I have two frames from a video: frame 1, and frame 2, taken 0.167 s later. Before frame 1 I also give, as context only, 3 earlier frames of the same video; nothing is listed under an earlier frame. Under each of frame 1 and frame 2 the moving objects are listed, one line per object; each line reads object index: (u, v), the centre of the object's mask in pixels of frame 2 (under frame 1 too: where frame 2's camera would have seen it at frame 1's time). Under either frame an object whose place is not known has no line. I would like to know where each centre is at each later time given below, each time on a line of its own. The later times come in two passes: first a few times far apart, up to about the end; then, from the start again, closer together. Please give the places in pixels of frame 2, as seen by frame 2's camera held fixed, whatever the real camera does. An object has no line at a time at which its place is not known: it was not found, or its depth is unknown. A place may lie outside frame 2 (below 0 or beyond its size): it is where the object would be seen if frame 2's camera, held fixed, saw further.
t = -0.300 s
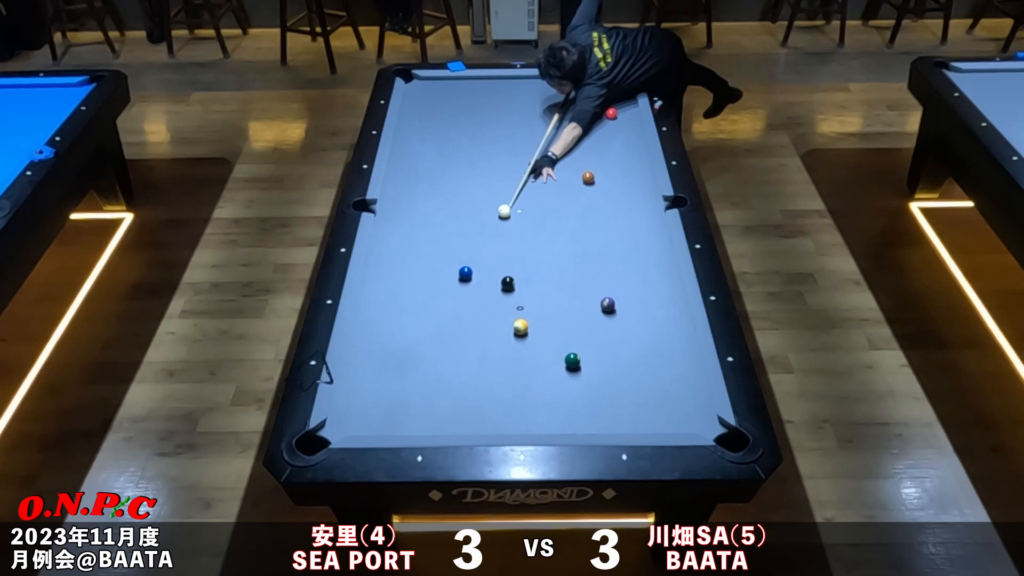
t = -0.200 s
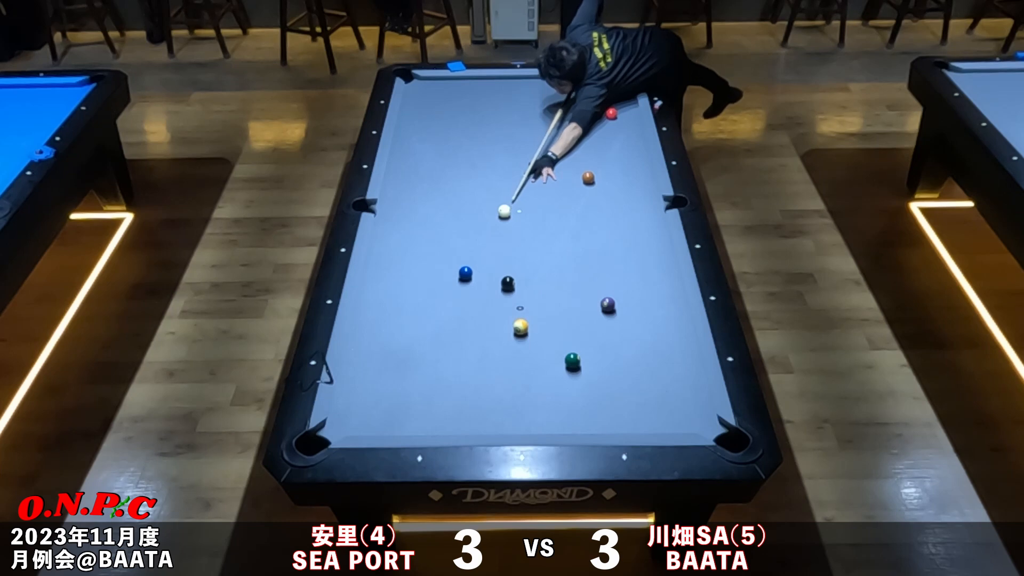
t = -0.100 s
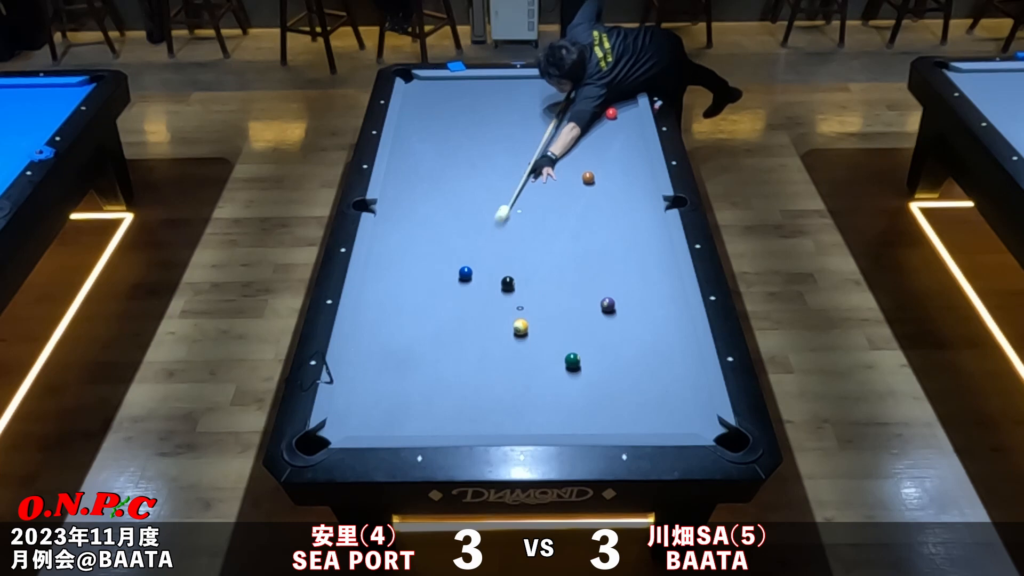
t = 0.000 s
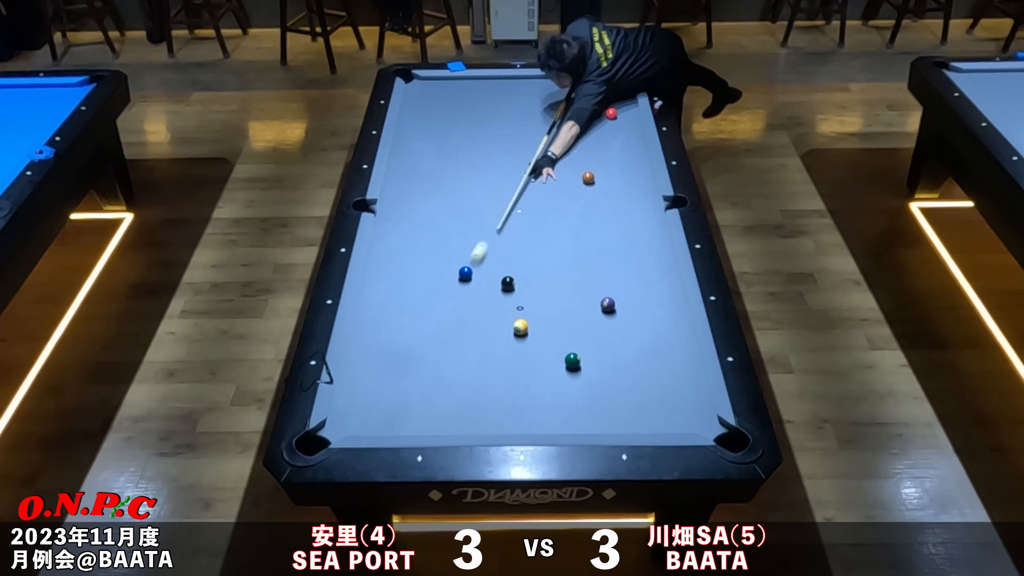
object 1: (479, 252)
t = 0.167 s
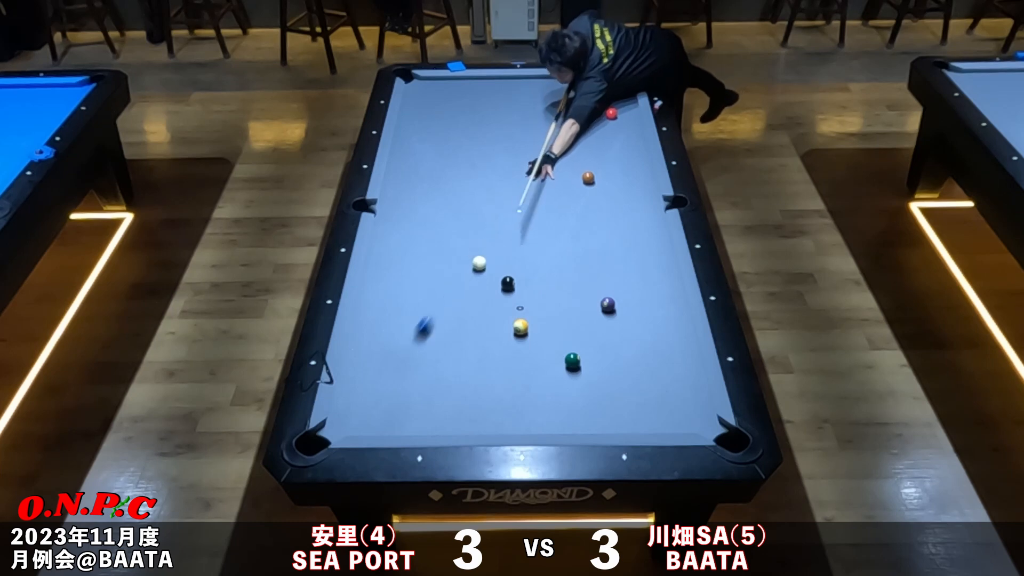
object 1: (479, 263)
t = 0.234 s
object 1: (483, 260)
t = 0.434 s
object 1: (495, 252)
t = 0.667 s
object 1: (508, 243)
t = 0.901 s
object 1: (519, 235)
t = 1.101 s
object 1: (528, 229)
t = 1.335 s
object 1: (538, 223)
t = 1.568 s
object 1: (547, 216)
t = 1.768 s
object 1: (553, 212)
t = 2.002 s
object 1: (560, 207)
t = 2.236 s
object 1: (566, 202)
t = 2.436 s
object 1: (570, 199)
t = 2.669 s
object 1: (575, 195)
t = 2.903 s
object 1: (578, 192)
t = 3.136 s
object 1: (581, 190)
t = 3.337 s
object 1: (584, 188)
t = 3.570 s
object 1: (586, 187)
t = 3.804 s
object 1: (588, 186)
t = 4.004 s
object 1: (588, 185)
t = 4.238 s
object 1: (588, 185)
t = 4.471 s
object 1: (588, 185)
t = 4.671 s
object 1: (588, 185)
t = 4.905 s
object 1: (588, 185)
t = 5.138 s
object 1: (588, 185)
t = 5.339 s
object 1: (588, 185)
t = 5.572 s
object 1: (588, 185)
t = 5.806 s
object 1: (588, 185)
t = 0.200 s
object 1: (481, 262)
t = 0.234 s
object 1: (483, 260)
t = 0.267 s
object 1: (485, 259)
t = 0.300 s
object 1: (487, 257)
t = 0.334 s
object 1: (489, 256)
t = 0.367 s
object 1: (491, 255)
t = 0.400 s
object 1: (493, 253)
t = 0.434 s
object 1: (495, 252)
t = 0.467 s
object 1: (497, 251)
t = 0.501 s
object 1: (499, 249)
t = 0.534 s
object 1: (501, 248)
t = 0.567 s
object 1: (502, 247)
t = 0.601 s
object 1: (504, 246)
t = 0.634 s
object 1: (506, 244)
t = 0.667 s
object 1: (508, 243)
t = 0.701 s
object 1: (509, 242)
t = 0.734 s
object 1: (511, 241)
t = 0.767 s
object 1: (513, 240)
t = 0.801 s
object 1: (514, 239)
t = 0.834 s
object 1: (516, 238)
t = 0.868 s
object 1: (518, 236)
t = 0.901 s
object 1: (519, 235)
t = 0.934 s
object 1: (521, 234)
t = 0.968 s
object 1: (523, 233)
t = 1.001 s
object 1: (524, 232)
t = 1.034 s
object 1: (526, 231)
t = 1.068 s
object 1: (527, 230)
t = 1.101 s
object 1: (528, 229)
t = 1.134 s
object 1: (530, 228)
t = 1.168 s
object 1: (531, 227)
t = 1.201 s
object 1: (533, 226)
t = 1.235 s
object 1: (534, 225)
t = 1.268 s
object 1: (535, 224)
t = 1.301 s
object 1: (537, 223)
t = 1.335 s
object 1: (538, 223)
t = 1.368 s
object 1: (539, 222)
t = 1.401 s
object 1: (541, 221)
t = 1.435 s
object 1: (542, 220)
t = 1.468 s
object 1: (543, 219)
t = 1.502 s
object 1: (544, 218)
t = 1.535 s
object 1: (545, 217)
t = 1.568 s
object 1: (547, 216)
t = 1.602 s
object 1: (548, 216)
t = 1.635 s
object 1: (549, 215)
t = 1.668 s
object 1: (550, 214)
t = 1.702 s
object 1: (551, 213)
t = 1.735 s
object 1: (552, 212)
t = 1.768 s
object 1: (553, 212)
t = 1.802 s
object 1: (554, 211)
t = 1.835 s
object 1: (555, 210)
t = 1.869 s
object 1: (556, 210)
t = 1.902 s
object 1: (557, 209)
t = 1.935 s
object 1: (558, 208)
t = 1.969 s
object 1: (559, 207)
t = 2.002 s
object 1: (560, 207)
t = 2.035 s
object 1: (561, 206)
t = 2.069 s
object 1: (562, 205)
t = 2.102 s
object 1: (563, 205)
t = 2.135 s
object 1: (564, 204)
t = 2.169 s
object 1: (565, 203)
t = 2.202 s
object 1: (565, 203)
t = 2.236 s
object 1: (566, 202)
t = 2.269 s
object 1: (567, 202)
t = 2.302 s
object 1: (568, 201)
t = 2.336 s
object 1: (568, 200)
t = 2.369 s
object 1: (569, 200)
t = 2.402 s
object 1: (570, 199)
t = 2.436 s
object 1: (570, 199)
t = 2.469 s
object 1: (571, 198)
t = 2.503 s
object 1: (572, 198)
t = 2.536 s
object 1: (572, 197)
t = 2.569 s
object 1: (573, 197)
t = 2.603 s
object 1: (574, 196)
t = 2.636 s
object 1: (574, 196)
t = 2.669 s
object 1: (575, 195)
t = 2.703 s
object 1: (575, 195)
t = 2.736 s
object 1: (576, 194)
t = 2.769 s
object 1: (577, 194)
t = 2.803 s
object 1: (577, 193)
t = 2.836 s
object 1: (578, 193)
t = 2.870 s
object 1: (578, 192)
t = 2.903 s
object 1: (578, 192)
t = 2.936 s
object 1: (579, 192)
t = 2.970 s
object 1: (579, 191)
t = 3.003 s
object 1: (580, 191)
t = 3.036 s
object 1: (580, 191)
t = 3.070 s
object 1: (581, 190)
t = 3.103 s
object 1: (581, 190)
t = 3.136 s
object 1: (581, 190)
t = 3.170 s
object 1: (582, 189)
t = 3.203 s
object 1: (582, 189)
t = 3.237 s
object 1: (583, 189)
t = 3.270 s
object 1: (583, 189)
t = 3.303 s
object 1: (584, 188)
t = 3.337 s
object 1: (584, 188)
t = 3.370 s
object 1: (584, 188)
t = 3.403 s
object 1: (585, 188)
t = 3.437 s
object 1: (585, 187)
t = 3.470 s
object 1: (585, 187)
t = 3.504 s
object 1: (586, 187)
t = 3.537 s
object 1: (586, 187)
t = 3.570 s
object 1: (586, 187)
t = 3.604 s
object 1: (586, 187)
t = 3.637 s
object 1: (587, 186)
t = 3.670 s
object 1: (587, 186)
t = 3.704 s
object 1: (587, 186)
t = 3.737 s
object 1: (587, 186)
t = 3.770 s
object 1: (587, 186)
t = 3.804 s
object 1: (588, 186)
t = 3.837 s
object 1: (588, 186)
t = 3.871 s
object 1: (588, 186)
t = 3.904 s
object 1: (588, 186)
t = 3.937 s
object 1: (588, 185)
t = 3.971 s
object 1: (588, 185)
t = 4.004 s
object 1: (588, 185)
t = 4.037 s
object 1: (588, 185)
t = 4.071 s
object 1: (588, 185)
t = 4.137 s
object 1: (588, 186)
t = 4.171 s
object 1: (588, 186)
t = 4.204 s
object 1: (588, 185)
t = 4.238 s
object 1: (588, 185)
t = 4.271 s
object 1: (588, 185)
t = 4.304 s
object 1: (588, 185)
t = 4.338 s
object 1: (588, 185)
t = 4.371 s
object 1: (588, 185)
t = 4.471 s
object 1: (588, 185)
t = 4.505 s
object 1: (588, 185)
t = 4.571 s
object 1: (588, 185)
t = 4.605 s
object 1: (588, 185)
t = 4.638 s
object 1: (588, 185)
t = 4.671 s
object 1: (588, 185)
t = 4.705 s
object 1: (588, 185)
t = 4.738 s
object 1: (588, 185)
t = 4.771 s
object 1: (588, 185)
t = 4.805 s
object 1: (588, 185)
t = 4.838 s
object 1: (588, 185)
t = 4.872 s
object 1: (588, 185)
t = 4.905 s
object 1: (588, 185)
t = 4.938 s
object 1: (588, 185)
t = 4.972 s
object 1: (588, 185)
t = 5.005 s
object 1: (588, 185)
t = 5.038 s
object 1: (588, 185)
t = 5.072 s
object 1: (588, 185)
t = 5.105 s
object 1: (588, 185)
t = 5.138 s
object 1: (588, 185)
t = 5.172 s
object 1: (588, 185)
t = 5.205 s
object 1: (588, 185)
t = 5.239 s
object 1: (588, 185)
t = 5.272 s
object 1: (588, 185)
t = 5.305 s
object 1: (588, 185)
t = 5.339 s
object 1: (588, 185)
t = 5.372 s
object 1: (588, 185)
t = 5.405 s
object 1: (588, 185)
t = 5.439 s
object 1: (588, 185)
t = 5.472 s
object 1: (588, 185)
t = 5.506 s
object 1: (588, 185)
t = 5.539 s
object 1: (588, 185)
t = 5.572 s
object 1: (588, 185)
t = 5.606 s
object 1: (588, 185)
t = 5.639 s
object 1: (588, 185)
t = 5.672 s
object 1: (588, 185)
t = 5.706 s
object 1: (588, 185)
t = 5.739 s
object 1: (588, 185)
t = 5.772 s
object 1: (588, 185)
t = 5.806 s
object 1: (588, 185)
